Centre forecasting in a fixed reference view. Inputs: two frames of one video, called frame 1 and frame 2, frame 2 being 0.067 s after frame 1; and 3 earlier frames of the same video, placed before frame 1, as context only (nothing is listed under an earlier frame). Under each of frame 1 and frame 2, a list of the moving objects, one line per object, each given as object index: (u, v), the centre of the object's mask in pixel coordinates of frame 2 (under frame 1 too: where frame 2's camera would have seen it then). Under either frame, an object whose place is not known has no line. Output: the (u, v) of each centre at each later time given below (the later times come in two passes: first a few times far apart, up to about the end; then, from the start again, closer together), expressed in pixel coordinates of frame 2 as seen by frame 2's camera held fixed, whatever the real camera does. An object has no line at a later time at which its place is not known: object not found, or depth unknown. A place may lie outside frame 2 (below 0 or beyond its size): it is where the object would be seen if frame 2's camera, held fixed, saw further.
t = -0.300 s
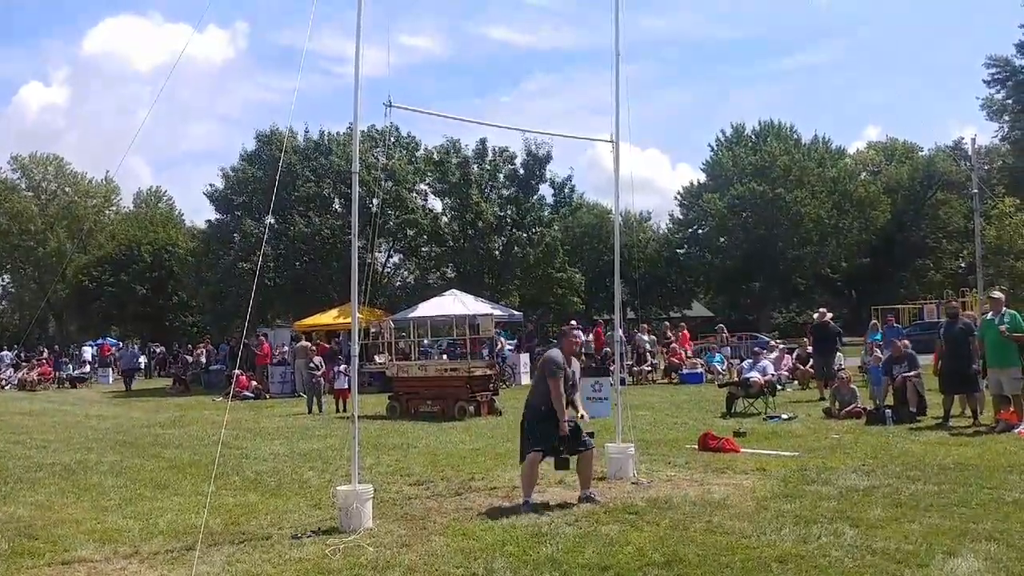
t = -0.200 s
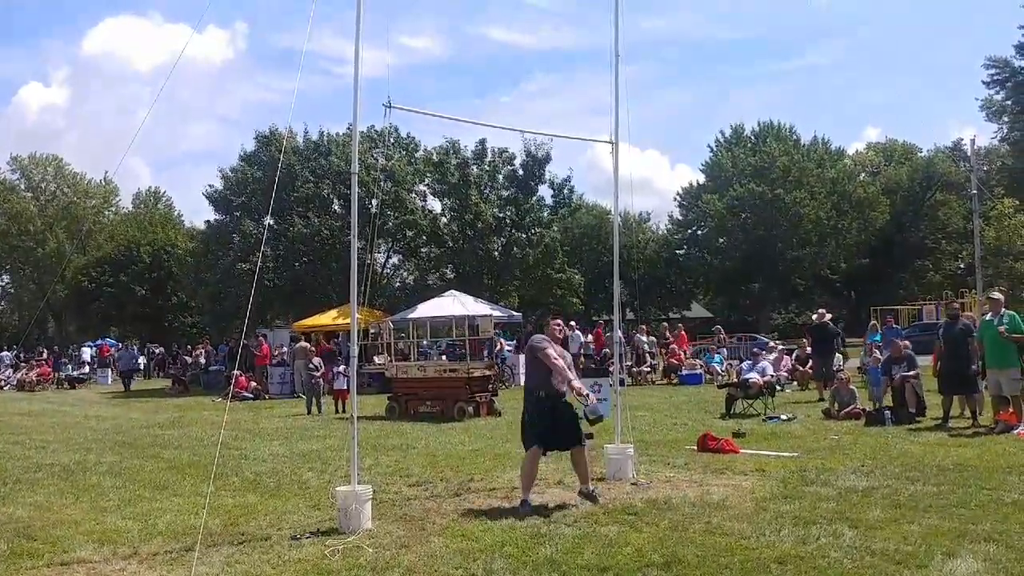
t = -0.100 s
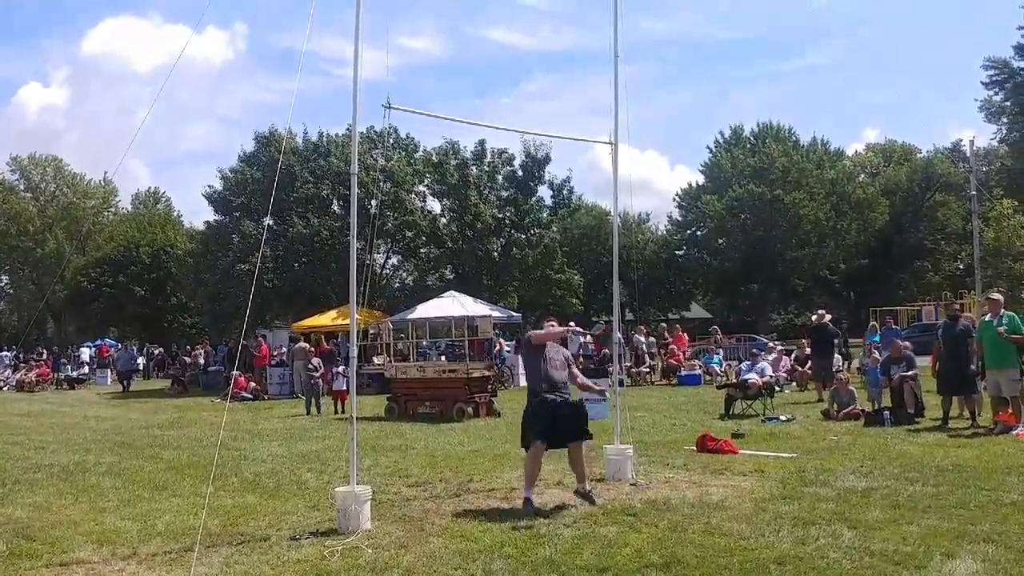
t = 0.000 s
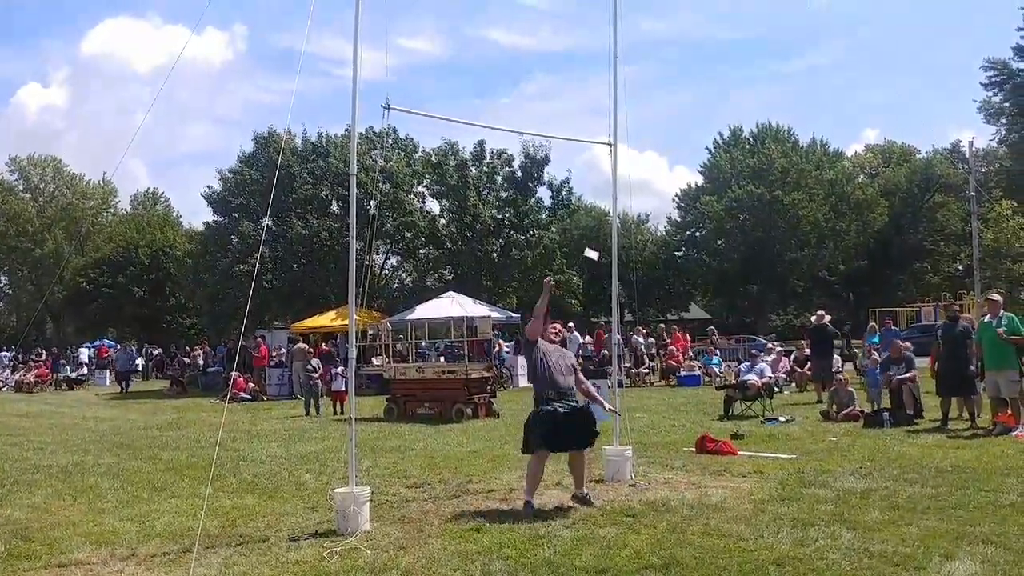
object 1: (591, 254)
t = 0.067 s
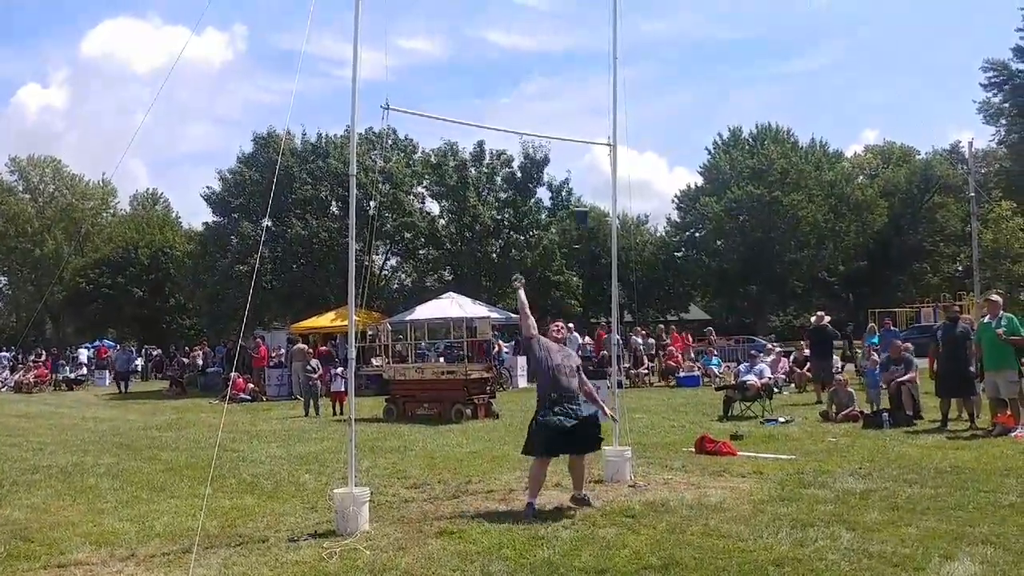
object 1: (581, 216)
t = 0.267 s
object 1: (563, 116)
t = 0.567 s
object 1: (523, 45)
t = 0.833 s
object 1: (506, 82)
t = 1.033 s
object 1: (496, 131)
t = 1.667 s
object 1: (452, 483)
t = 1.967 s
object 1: (443, 484)
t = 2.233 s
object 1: (440, 485)
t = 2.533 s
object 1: (440, 486)
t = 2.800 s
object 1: (440, 485)
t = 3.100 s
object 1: (440, 486)
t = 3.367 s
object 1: (440, 486)
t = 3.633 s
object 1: (440, 485)
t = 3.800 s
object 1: (439, 485)
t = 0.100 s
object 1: (576, 197)
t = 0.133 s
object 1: (575, 186)
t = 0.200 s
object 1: (570, 149)
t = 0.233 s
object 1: (566, 131)
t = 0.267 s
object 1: (563, 116)
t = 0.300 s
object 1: (559, 101)
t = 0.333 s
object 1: (556, 88)
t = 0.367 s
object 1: (553, 75)
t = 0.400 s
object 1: (548, 63)
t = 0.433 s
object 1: (543, 55)
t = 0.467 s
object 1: (537, 50)
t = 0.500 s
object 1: (532, 46)
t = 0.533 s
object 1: (527, 45)
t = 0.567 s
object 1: (523, 45)
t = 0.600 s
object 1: (519, 46)
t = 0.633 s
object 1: (516, 49)
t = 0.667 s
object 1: (513, 52)
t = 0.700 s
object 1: (510, 57)
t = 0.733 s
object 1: (507, 65)
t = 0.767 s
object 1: (506, 71)
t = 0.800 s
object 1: (506, 77)
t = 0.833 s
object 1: (506, 82)
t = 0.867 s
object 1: (505, 87)
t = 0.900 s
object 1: (504, 94)
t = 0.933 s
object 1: (502, 102)
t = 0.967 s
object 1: (501, 110)
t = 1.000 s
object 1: (498, 121)
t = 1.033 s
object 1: (496, 131)
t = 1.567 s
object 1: (460, 478)
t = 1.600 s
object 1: (459, 487)
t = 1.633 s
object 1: (453, 485)
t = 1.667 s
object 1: (452, 483)
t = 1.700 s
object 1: (453, 481)
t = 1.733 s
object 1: (452, 481)
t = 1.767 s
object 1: (450, 482)
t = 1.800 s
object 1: (448, 482)
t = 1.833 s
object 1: (447, 484)
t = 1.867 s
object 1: (447, 485)
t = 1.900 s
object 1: (446, 485)
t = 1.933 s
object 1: (445, 485)
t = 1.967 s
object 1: (443, 484)
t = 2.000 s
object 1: (442, 484)
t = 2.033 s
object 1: (441, 484)
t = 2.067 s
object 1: (440, 483)
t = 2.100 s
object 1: (440, 483)
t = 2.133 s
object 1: (440, 484)
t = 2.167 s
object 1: (440, 485)
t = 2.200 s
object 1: (439, 485)
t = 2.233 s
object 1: (440, 485)
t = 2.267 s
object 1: (440, 485)
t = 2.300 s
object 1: (440, 485)
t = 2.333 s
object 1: (440, 485)
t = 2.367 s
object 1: (440, 485)
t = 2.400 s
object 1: (440, 486)
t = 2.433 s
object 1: (440, 486)
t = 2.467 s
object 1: (440, 486)
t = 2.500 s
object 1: (440, 486)
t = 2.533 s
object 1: (440, 486)
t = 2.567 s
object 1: (440, 486)
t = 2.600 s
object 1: (440, 486)
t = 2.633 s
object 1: (440, 486)
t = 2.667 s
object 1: (440, 486)
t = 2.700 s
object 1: (440, 486)
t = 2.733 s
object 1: (440, 486)
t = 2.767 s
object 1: (440, 486)
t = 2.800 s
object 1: (440, 485)
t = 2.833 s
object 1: (440, 485)
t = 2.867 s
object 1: (440, 486)
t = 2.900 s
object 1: (440, 486)
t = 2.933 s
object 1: (440, 486)
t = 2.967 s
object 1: (440, 486)
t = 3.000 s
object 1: (439, 486)
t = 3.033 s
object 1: (439, 485)
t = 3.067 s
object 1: (439, 485)
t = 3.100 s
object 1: (440, 486)
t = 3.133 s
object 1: (439, 485)
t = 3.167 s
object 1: (439, 485)
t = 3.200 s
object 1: (439, 485)
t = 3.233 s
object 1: (439, 486)
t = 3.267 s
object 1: (439, 485)
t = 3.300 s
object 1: (440, 485)
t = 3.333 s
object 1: (440, 486)
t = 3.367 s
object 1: (440, 486)
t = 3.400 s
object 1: (440, 486)
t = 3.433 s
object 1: (439, 486)
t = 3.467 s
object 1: (439, 486)
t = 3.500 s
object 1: (439, 485)
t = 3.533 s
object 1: (439, 485)
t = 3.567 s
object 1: (439, 486)
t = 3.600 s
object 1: (439, 486)
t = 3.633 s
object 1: (440, 485)
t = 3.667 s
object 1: (439, 485)
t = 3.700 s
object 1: (439, 485)
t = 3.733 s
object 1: (439, 485)
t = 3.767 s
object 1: (439, 485)
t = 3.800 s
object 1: (439, 485)
